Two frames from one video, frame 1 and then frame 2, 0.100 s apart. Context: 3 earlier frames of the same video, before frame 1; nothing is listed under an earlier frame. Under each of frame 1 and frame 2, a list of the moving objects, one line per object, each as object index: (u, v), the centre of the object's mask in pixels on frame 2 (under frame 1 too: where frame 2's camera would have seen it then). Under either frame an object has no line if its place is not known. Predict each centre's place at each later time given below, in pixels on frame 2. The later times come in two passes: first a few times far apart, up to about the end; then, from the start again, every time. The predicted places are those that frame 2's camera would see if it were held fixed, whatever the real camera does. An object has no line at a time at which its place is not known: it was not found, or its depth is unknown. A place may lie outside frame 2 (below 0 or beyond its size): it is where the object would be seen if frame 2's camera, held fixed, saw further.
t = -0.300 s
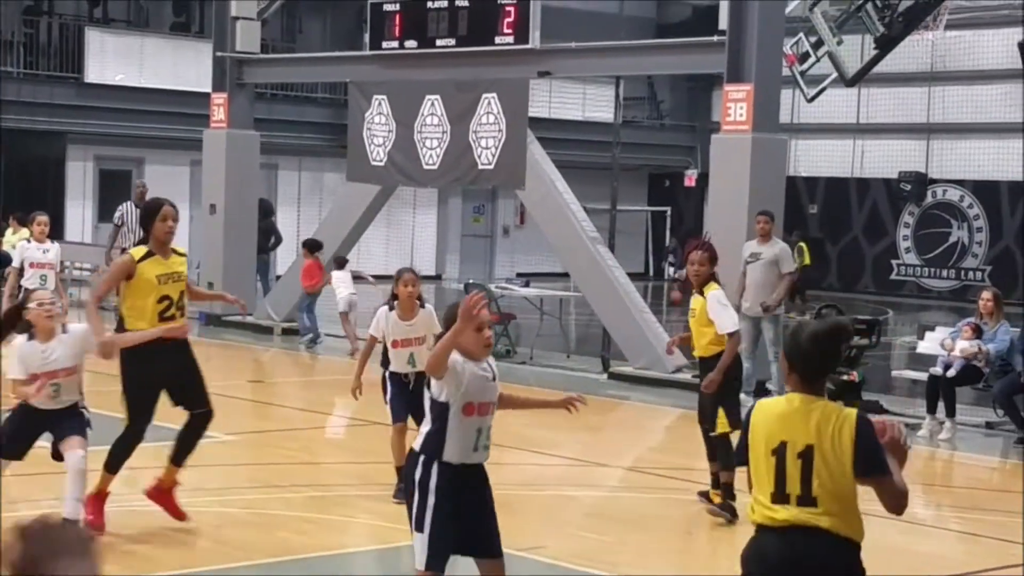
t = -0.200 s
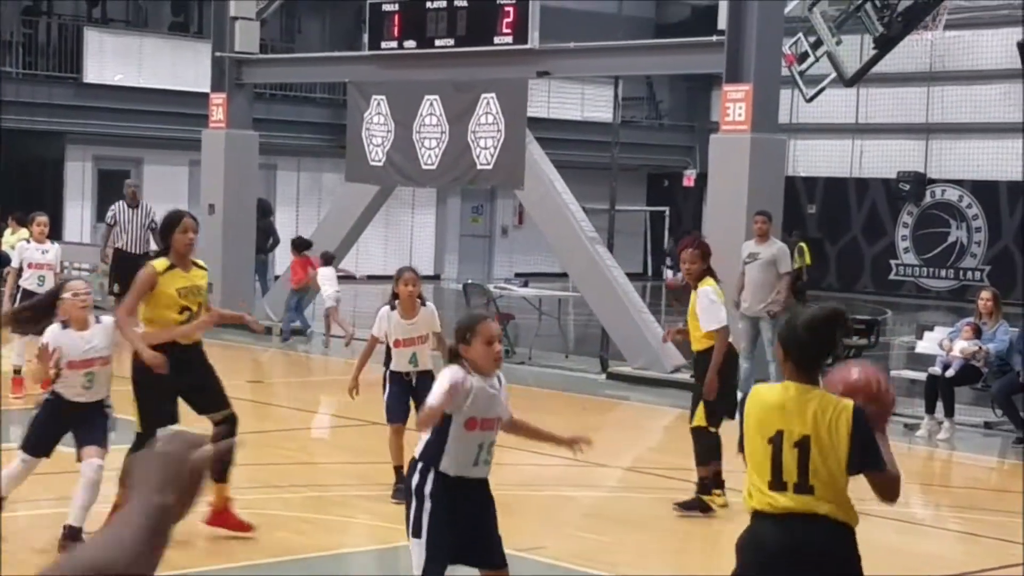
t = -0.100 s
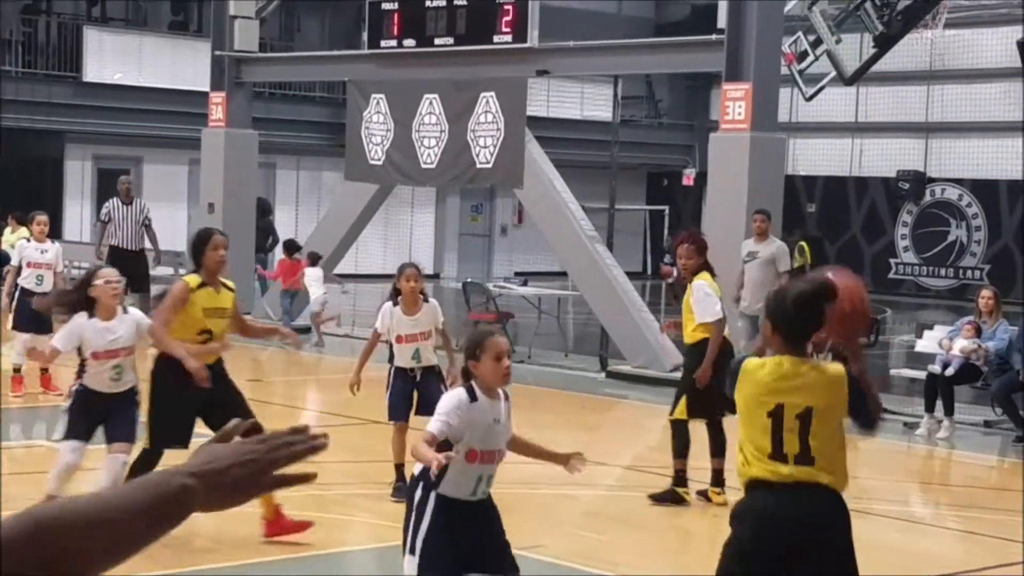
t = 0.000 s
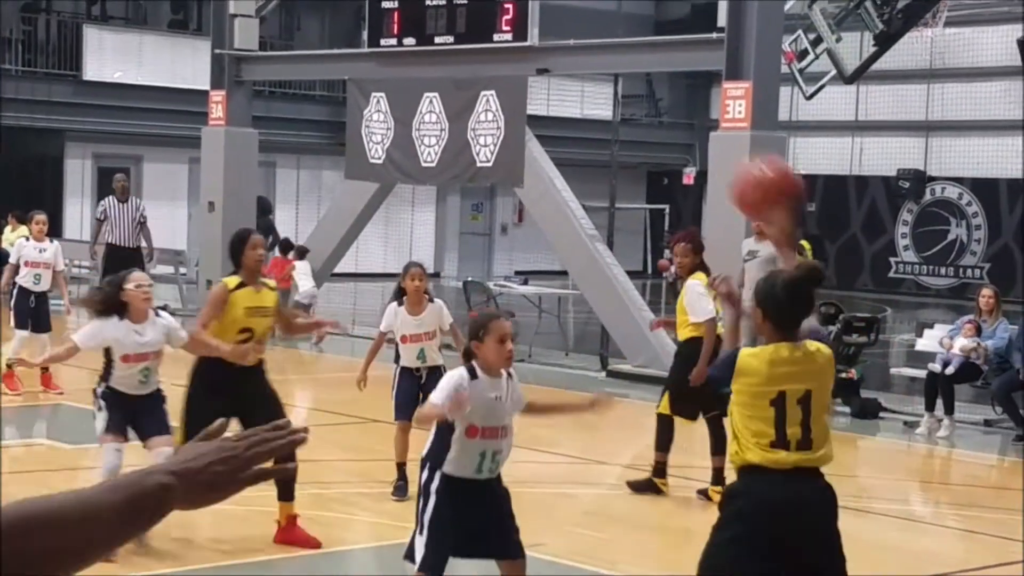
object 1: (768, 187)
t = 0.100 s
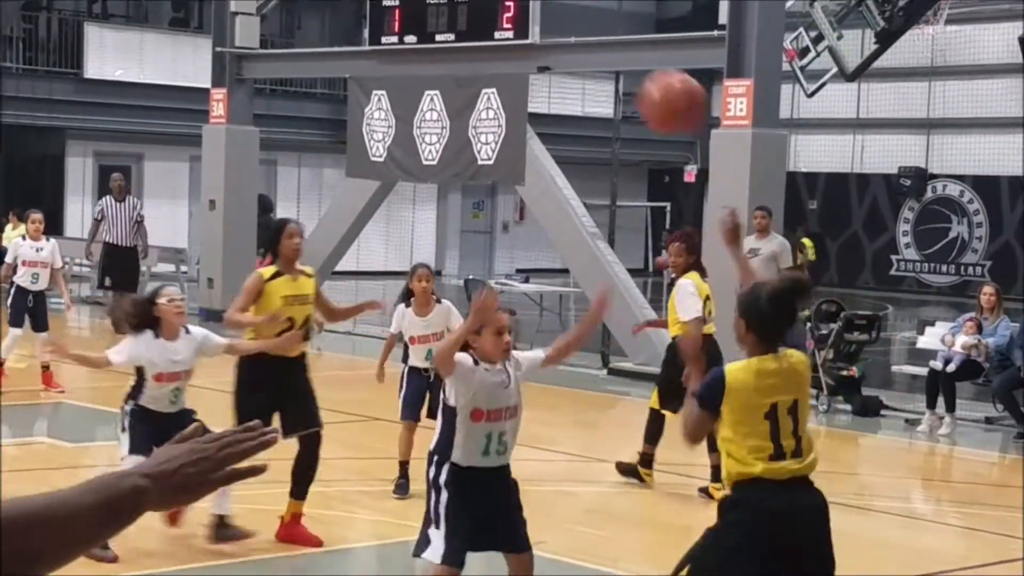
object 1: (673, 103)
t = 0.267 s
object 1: (536, 35)
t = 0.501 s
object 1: (386, 61)
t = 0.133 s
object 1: (644, 81)
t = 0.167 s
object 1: (616, 66)
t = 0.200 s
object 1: (587, 51)
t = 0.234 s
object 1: (562, 42)
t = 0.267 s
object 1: (536, 35)
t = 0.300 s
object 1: (511, 31)
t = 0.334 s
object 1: (487, 30)
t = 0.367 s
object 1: (466, 32)
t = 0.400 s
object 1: (445, 34)
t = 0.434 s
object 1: (424, 41)
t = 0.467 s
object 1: (405, 50)
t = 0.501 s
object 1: (386, 61)
